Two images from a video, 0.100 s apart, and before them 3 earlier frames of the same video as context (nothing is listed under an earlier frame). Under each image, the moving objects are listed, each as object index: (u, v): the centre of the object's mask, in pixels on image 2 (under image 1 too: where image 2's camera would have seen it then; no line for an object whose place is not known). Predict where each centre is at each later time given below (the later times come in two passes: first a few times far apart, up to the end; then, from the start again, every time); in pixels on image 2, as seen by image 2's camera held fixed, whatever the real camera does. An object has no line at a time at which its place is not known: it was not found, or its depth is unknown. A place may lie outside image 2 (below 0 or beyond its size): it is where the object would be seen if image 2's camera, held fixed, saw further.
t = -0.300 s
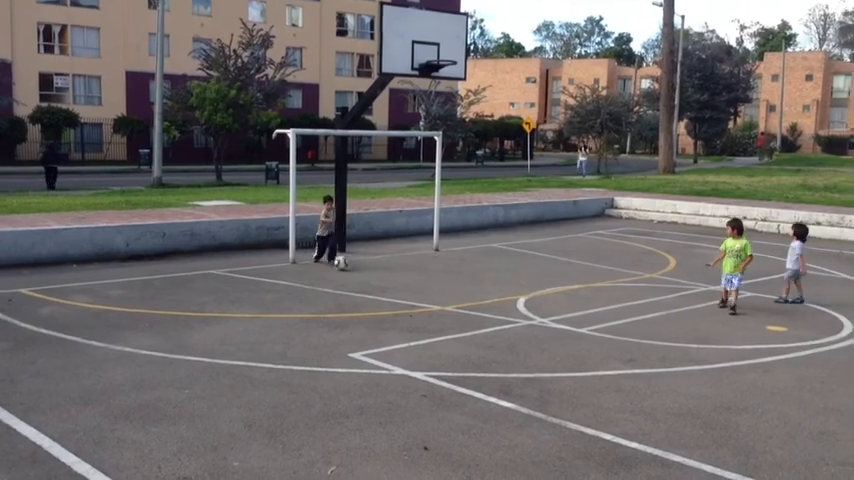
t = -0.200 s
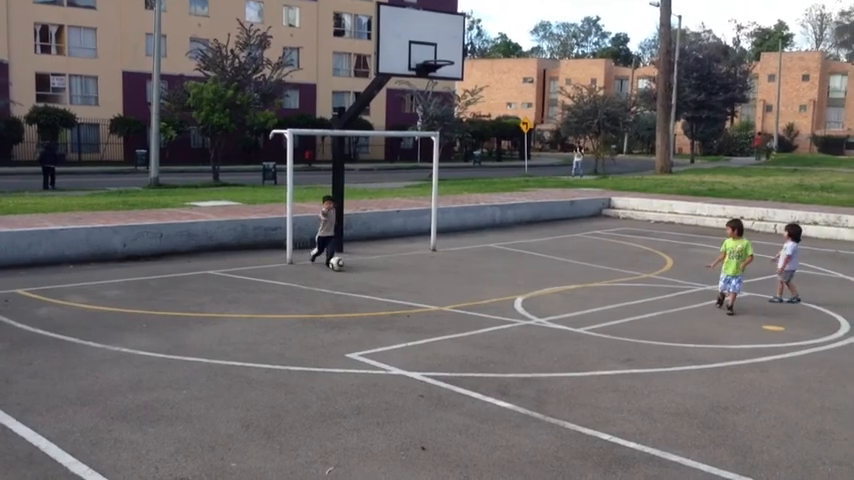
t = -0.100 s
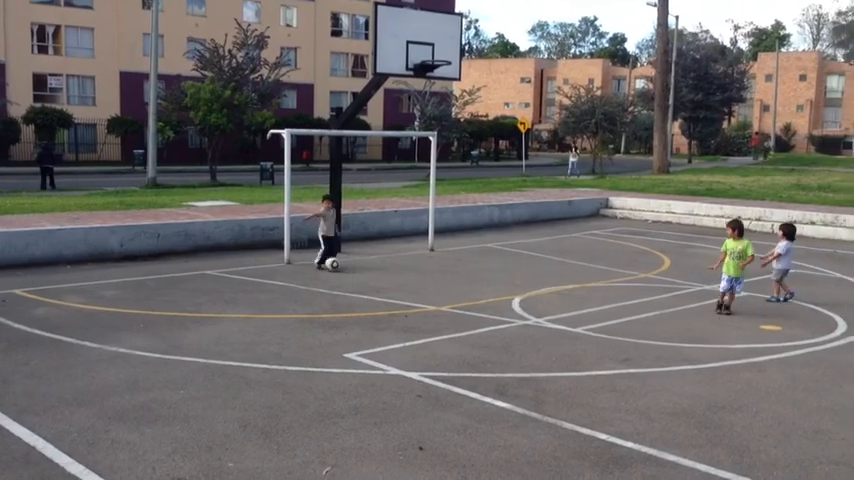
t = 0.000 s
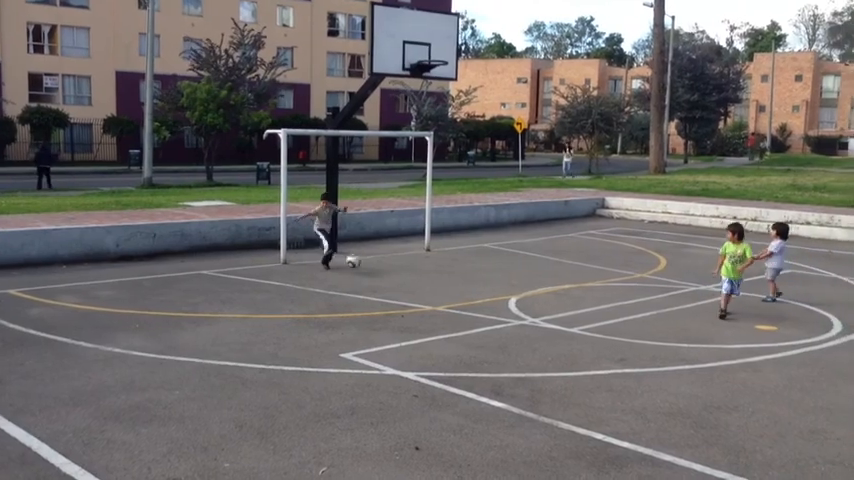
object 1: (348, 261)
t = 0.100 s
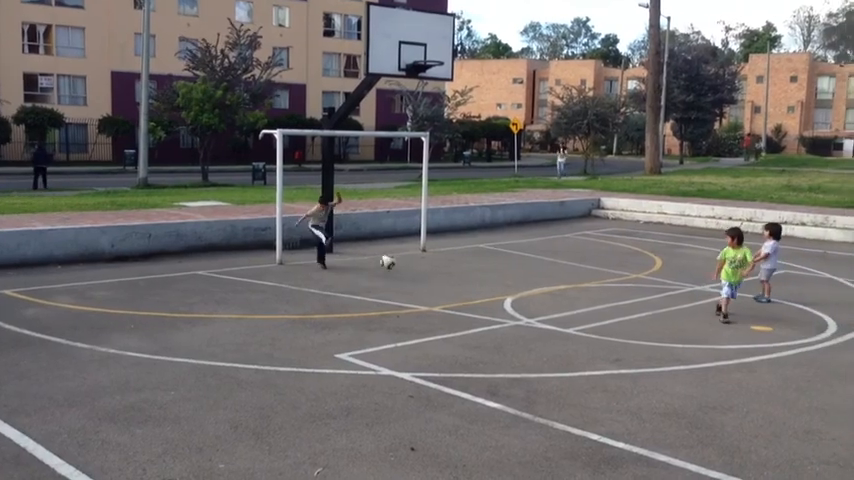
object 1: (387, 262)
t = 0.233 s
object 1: (441, 272)
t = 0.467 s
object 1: (529, 283)
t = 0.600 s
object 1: (576, 290)
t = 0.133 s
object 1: (400, 263)
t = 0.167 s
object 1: (414, 265)
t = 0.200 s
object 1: (427, 268)
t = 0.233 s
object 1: (441, 272)
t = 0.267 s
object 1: (455, 277)
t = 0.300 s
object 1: (468, 282)
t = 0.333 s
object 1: (480, 281)
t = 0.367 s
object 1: (492, 280)
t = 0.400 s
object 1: (503, 279)
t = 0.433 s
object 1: (516, 281)
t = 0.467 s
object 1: (529, 283)
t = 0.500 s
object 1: (542, 286)
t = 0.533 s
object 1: (554, 290)
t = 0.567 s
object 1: (567, 292)
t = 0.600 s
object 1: (576, 290)
